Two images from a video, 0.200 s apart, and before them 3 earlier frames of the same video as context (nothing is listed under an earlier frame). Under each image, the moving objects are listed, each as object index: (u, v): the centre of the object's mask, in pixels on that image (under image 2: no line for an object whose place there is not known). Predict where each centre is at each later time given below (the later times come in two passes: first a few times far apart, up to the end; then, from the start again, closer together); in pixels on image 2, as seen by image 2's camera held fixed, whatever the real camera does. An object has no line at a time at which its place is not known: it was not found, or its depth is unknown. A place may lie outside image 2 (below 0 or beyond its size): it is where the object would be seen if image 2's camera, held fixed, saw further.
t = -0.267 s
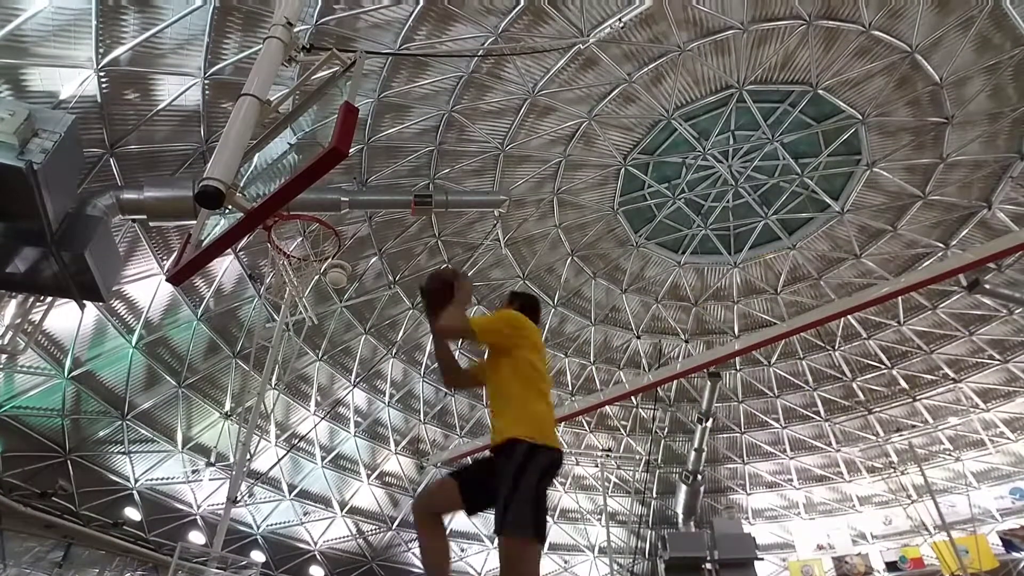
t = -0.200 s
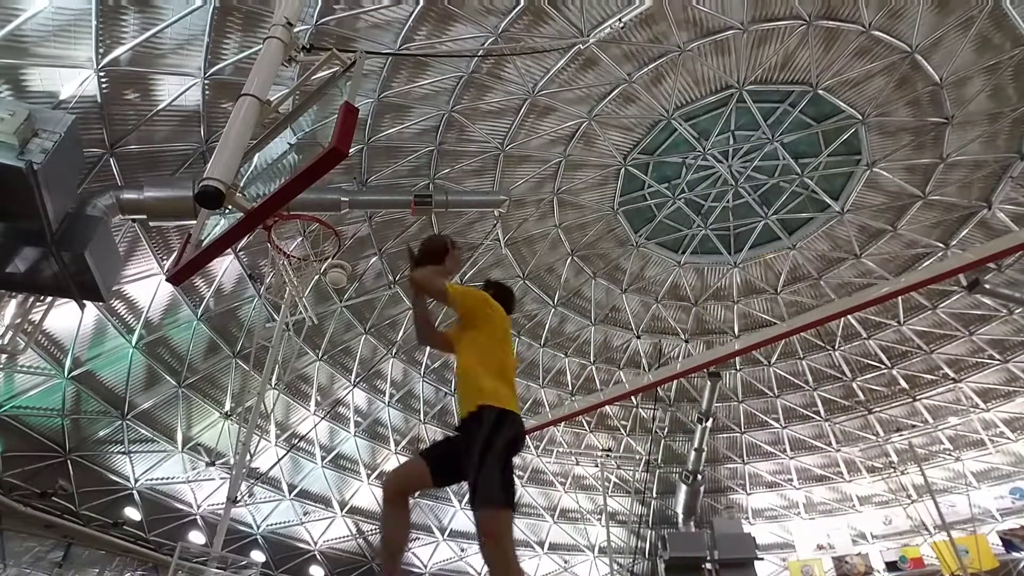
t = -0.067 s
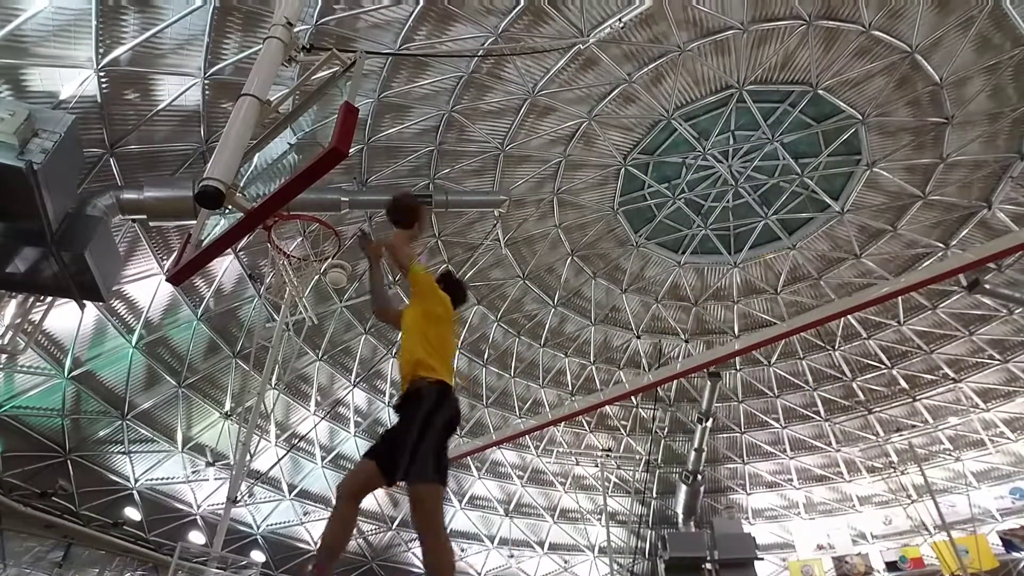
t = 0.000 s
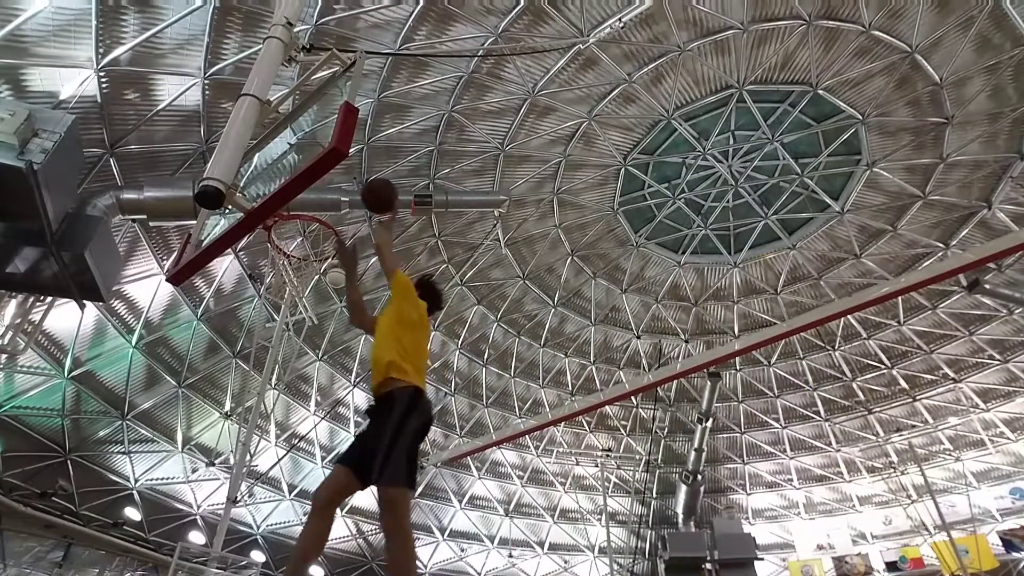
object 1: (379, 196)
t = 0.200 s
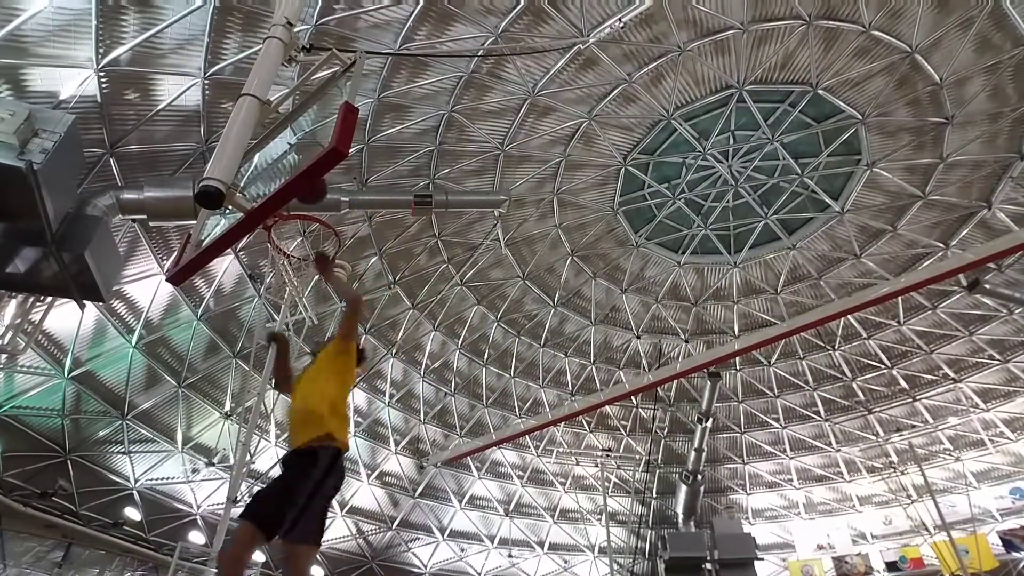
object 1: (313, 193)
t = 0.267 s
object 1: (313, 207)
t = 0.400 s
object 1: (312, 255)
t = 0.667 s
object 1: (281, 323)
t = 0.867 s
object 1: (229, 458)
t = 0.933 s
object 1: (200, 532)
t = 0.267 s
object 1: (313, 207)
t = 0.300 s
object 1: (312, 222)
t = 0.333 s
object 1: (312, 233)
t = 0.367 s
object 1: (313, 243)
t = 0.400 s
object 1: (312, 255)
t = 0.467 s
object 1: (306, 265)
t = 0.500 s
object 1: (304, 272)
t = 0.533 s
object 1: (300, 279)
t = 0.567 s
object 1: (296, 288)
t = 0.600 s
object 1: (291, 298)
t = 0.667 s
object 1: (281, 323)
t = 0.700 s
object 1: (274, 339)
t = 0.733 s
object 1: (267, 357)
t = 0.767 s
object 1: (259, 377)
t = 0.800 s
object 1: (250, 400)
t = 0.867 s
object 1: (229, 458)
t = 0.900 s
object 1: (216, 491)
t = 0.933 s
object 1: (200, 532)
